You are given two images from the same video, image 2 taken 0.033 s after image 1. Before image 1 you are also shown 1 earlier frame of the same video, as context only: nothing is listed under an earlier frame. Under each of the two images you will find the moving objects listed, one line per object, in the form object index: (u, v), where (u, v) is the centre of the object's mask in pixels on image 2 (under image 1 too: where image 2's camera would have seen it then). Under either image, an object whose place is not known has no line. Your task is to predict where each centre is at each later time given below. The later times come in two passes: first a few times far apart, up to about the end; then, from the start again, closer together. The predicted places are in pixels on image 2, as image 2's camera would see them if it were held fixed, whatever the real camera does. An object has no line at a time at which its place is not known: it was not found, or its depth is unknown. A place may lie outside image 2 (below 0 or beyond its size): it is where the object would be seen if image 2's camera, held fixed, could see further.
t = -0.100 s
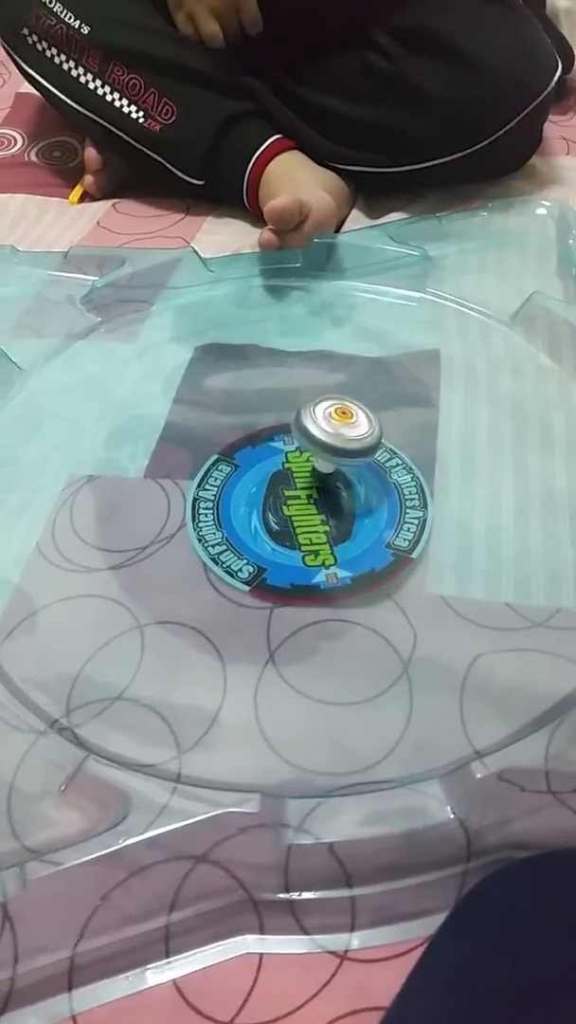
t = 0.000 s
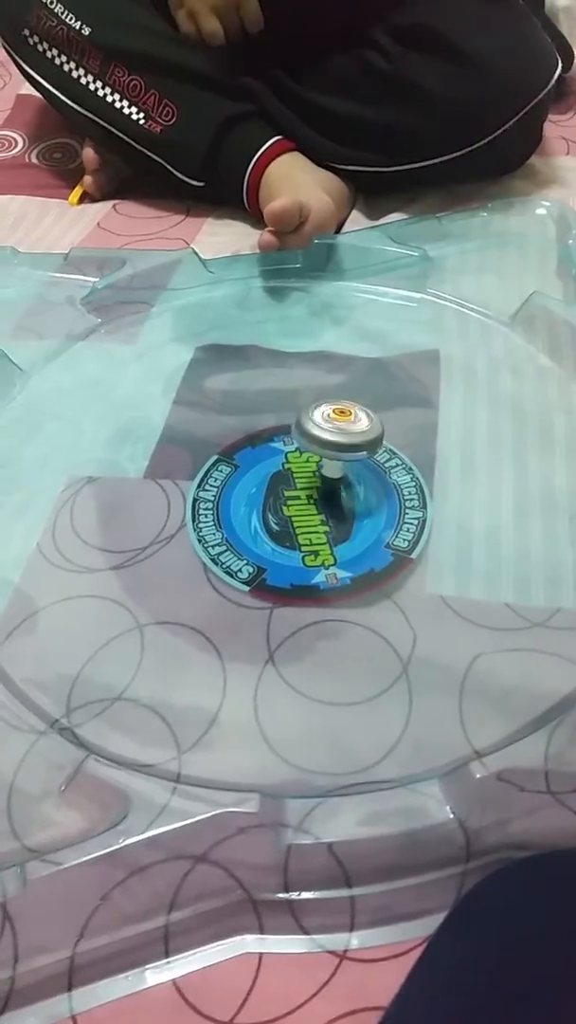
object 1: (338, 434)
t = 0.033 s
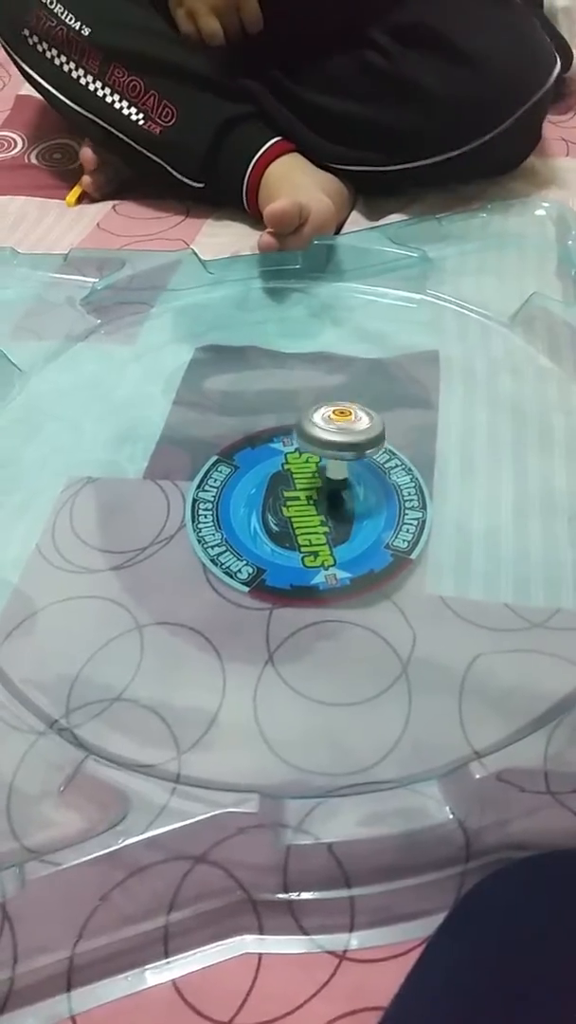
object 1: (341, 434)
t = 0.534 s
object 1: (345, 419)
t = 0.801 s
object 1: (340, 423)
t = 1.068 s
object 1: (344, 422)
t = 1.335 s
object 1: (348, 416)
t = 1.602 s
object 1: (346, 414)
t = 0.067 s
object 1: (342, 434)
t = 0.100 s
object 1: (344, 435)
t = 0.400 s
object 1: (348, 422)
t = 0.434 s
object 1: (348, 421)
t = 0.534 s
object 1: (345, 419)
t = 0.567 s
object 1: (343, 418)
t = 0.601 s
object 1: (343, 419)
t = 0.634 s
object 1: (343, 419)
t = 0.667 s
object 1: (342, 420)
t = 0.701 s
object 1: (340, 421)
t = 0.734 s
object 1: (339, 421)
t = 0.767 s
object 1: (339, 422)
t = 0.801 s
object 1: (340, 423)
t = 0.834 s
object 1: (340, 423)
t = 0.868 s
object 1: (340, 423)
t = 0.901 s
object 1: (340, 423)
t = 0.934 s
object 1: (340, 423)
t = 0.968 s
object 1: (341, 423)
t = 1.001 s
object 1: (343, 423)
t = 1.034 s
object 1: (344, 423)
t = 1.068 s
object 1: (344, 422)
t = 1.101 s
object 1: (345, 424)
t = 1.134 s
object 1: (348, 423)
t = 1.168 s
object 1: (350, 422)
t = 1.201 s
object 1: (350, 421)
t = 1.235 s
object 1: (351, 420)
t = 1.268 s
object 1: (350, 416)
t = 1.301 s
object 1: (349, 415)
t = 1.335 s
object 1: (348, 416)
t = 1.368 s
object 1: (347, 415)
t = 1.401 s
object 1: (347, 414)
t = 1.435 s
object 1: (347, 414)
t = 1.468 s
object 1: (346, 414)
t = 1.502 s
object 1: (347, 414)
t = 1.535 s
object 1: (346, 414)
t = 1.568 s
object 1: (346, 414)
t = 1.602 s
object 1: (346, 414)
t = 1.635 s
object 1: (346, 416)
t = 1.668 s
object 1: (346, 416)
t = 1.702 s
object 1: (346, 416)
